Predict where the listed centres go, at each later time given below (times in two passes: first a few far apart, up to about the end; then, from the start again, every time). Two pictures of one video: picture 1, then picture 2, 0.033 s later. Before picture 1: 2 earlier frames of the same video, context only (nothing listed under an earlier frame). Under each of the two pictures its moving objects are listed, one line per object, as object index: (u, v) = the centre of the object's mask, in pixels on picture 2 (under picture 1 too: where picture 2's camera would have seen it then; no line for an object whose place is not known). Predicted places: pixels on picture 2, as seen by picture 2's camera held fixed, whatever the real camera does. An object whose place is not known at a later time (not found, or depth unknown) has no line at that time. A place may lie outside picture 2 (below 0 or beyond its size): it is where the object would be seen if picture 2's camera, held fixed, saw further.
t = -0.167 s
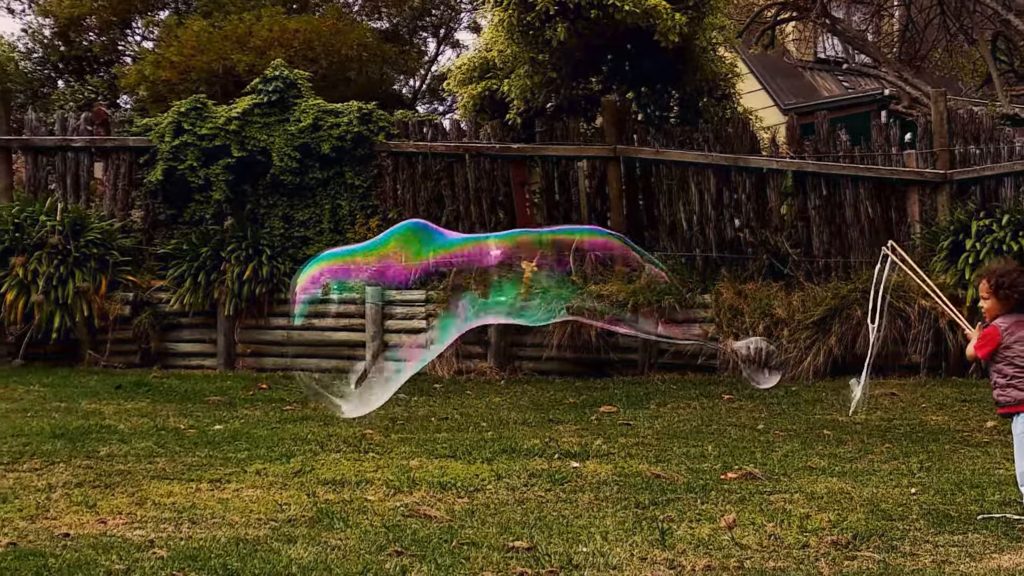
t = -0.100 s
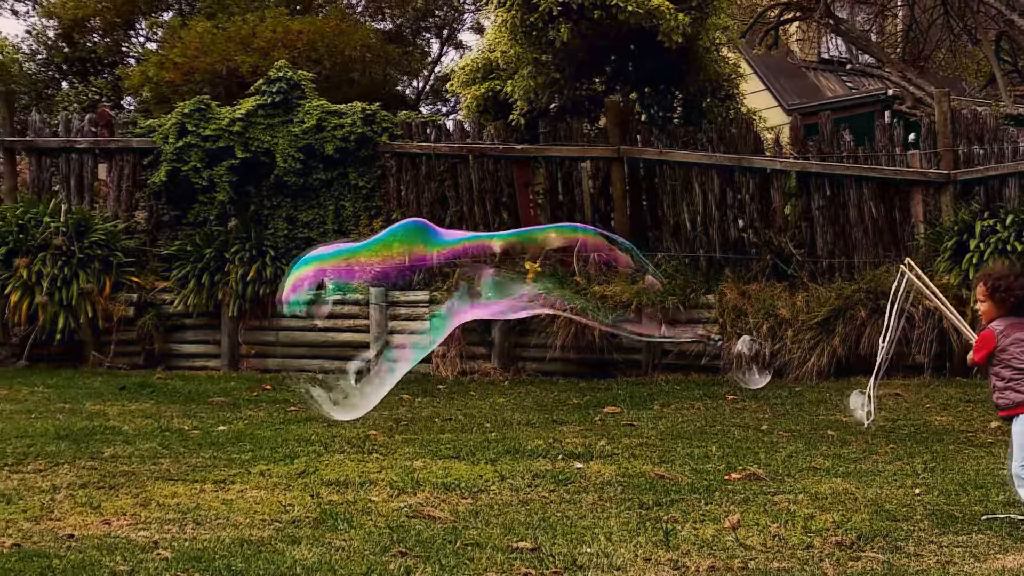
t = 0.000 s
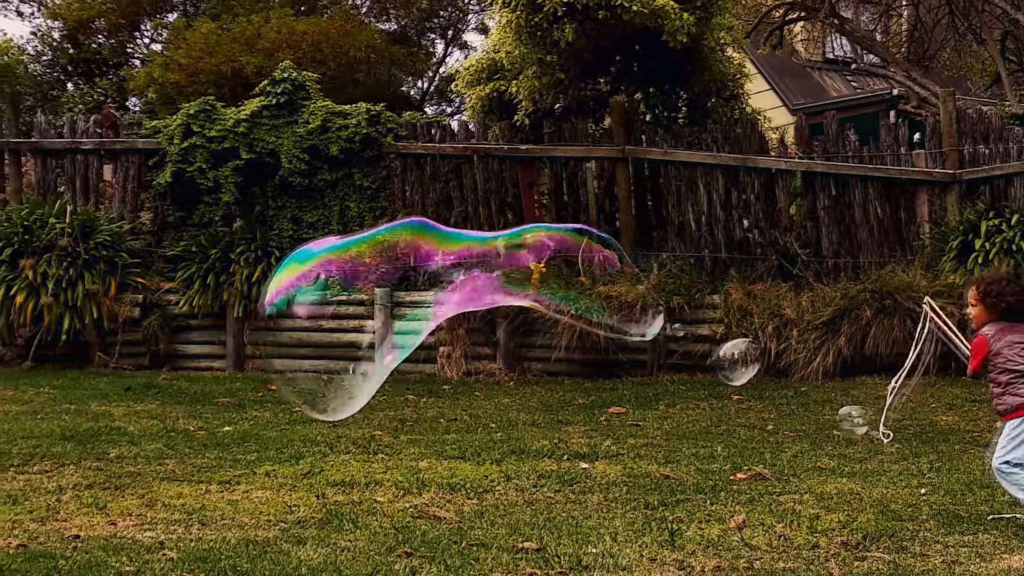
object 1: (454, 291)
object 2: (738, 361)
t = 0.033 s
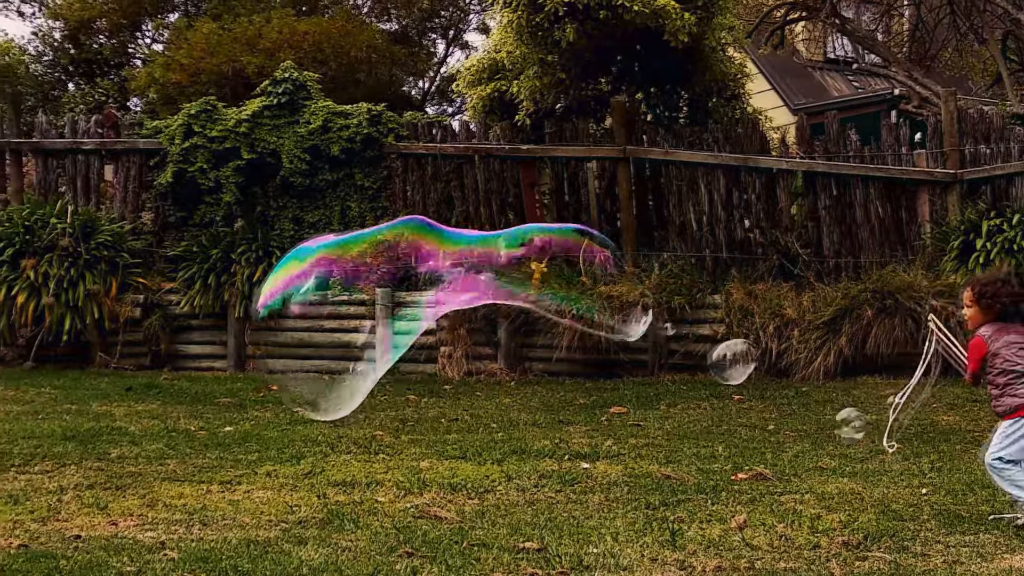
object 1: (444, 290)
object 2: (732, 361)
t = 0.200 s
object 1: (410, 278)
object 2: (702, 359)
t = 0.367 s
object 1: (354, 284)
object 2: (668, 351)
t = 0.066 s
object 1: (441, 288)
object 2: (727, 362)
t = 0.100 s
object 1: (431, 287)
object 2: (720, 361)
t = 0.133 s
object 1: (426, 282)
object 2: (714, 360)
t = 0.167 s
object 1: (417, 281)
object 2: (707, 359)
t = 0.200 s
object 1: (410, 278)
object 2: (702, 359)
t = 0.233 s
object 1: (401, 278)
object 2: (696, 358)
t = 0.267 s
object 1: (395, 276)
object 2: (689, 357)
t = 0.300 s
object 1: (385, 276)
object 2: (682, 355)
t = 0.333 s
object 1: (373, 277)
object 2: (676, 353)
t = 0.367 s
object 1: (354, 284)
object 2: (668, 351)
